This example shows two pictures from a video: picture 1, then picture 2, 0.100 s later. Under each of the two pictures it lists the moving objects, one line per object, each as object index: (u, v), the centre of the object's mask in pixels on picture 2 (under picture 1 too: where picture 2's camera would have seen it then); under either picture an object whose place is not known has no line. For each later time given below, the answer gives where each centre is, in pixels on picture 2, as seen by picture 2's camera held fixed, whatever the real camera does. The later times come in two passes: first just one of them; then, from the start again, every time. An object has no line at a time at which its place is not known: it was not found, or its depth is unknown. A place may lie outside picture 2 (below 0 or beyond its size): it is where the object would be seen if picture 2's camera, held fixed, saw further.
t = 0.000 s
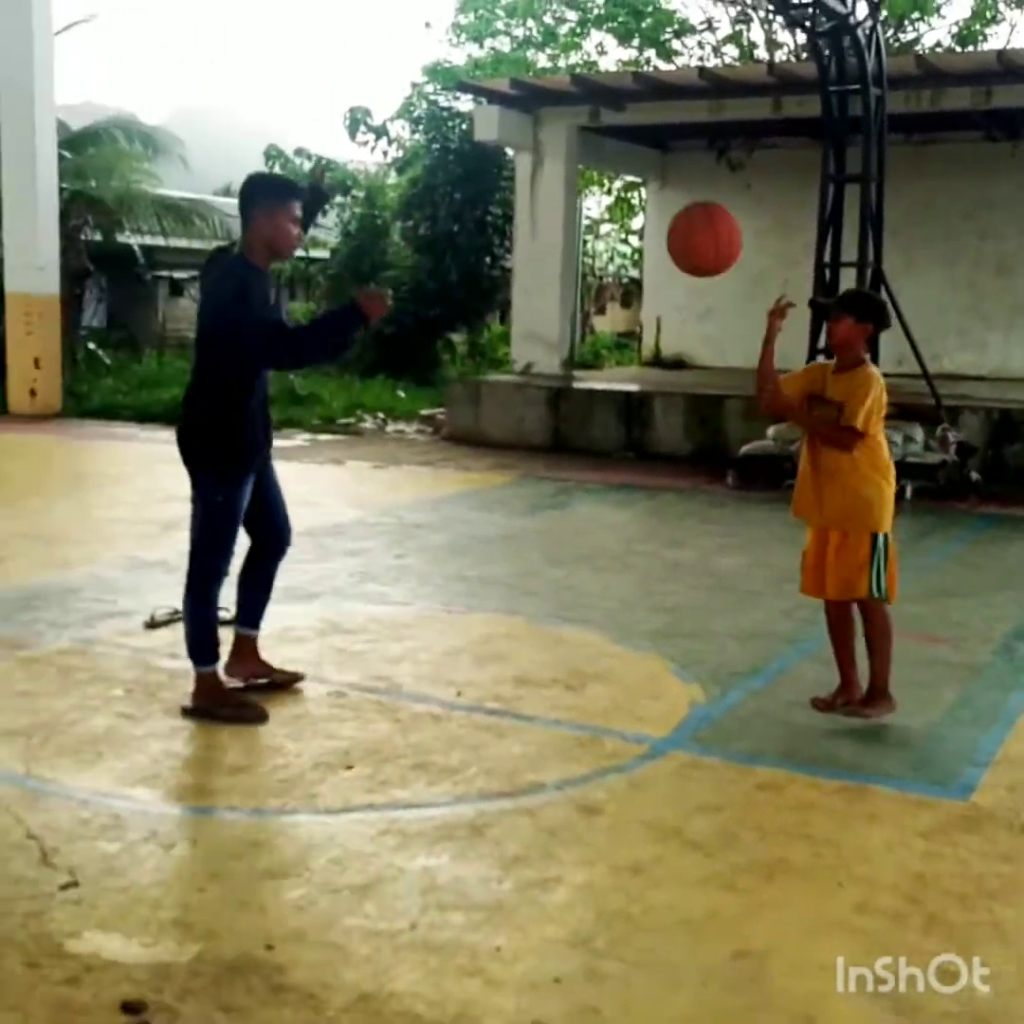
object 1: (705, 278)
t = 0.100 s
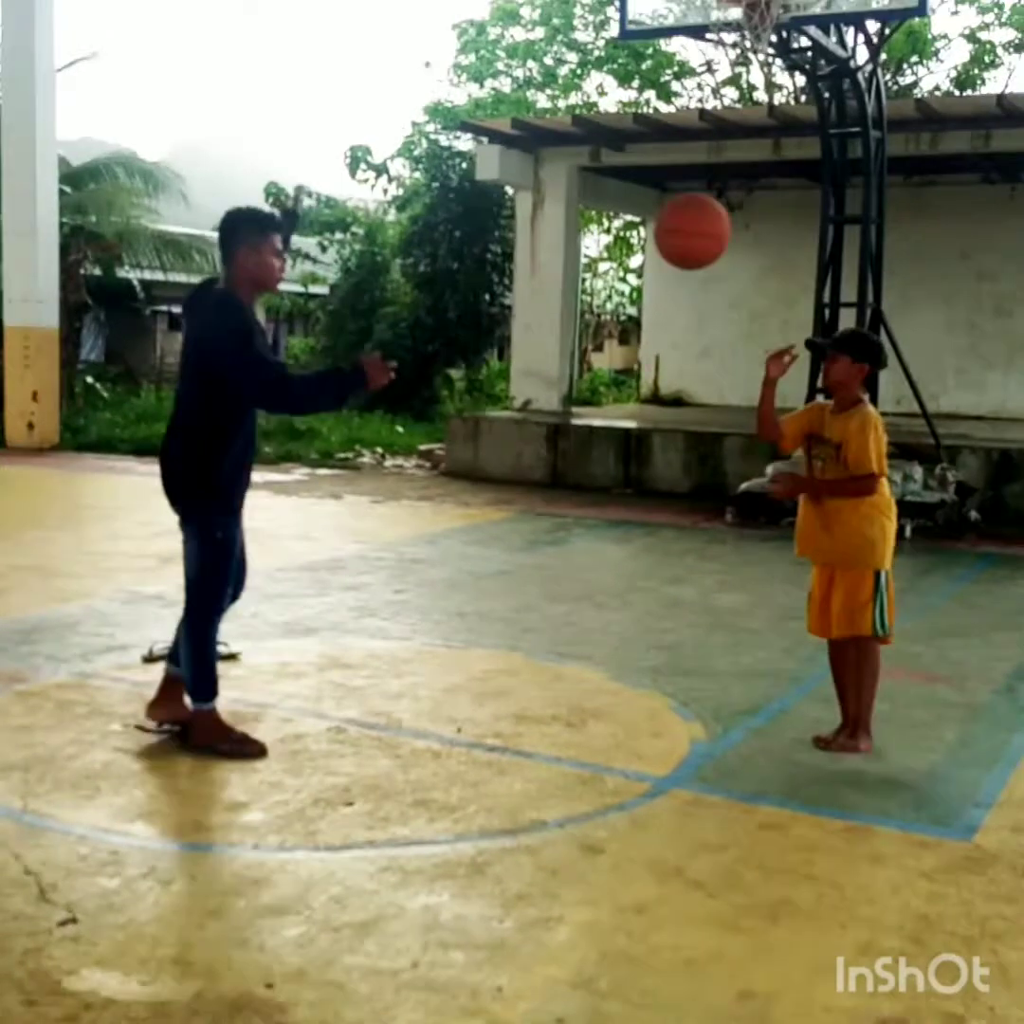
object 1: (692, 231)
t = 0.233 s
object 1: (672, 216)
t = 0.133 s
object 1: (688, 222)
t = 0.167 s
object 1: (682, 217)
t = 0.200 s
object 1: (677, 215)
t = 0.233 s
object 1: (672, 216)
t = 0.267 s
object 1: (667, 221)
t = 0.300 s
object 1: (664, 229)
